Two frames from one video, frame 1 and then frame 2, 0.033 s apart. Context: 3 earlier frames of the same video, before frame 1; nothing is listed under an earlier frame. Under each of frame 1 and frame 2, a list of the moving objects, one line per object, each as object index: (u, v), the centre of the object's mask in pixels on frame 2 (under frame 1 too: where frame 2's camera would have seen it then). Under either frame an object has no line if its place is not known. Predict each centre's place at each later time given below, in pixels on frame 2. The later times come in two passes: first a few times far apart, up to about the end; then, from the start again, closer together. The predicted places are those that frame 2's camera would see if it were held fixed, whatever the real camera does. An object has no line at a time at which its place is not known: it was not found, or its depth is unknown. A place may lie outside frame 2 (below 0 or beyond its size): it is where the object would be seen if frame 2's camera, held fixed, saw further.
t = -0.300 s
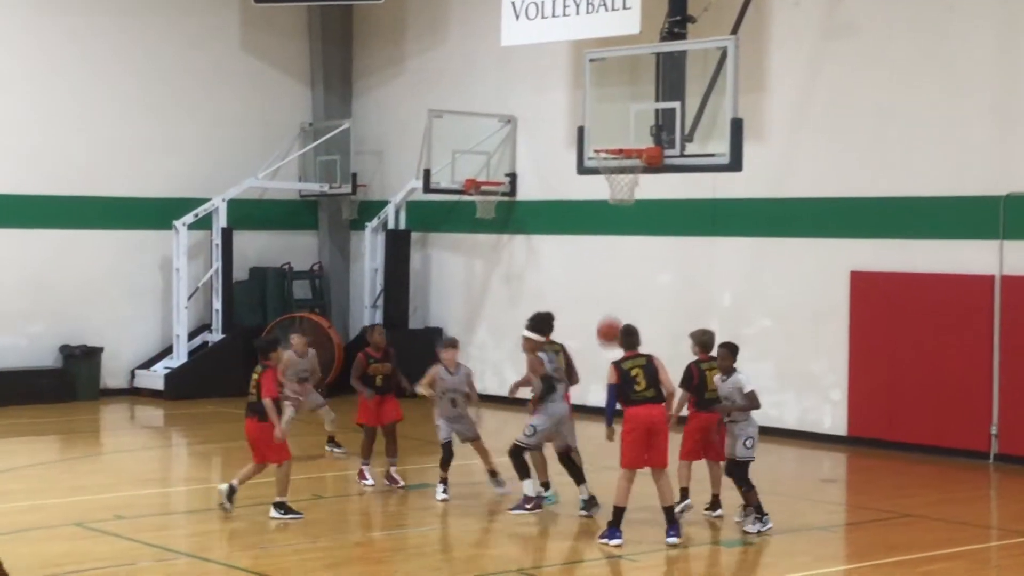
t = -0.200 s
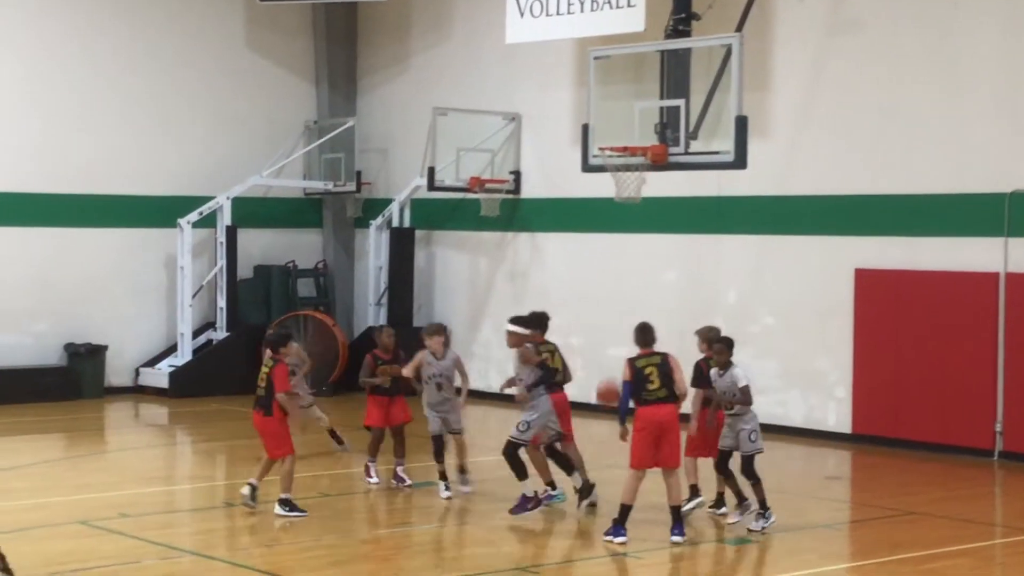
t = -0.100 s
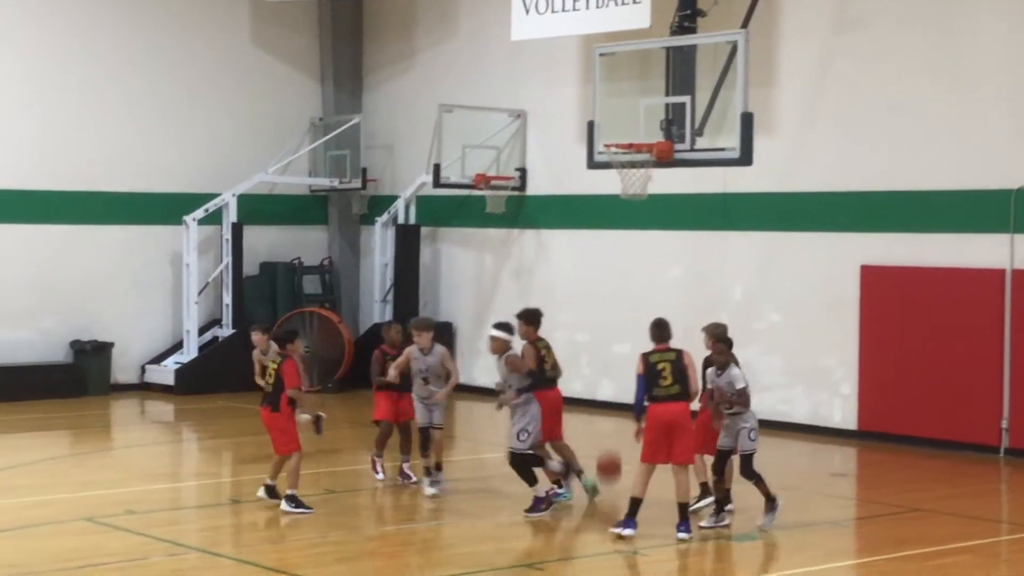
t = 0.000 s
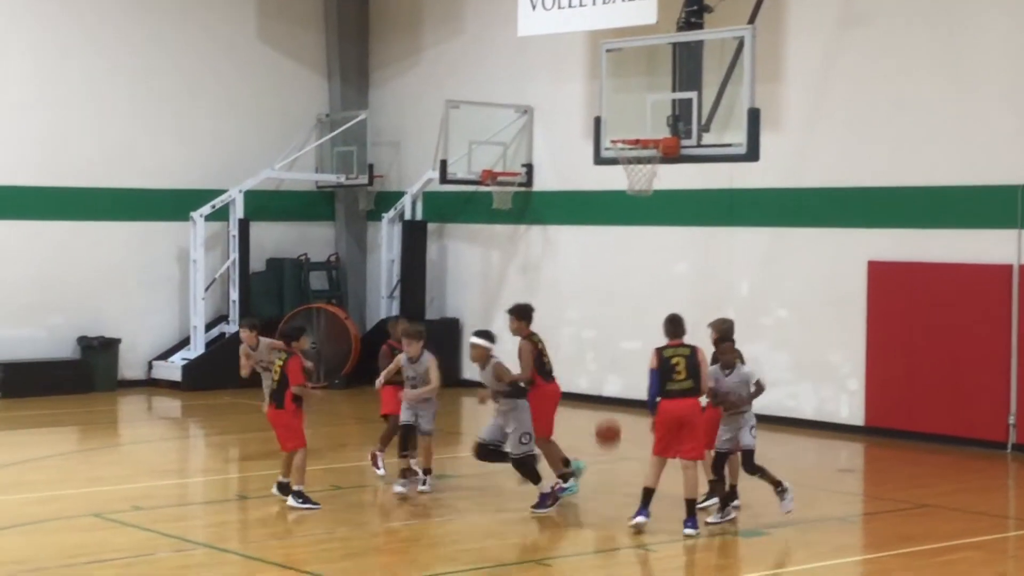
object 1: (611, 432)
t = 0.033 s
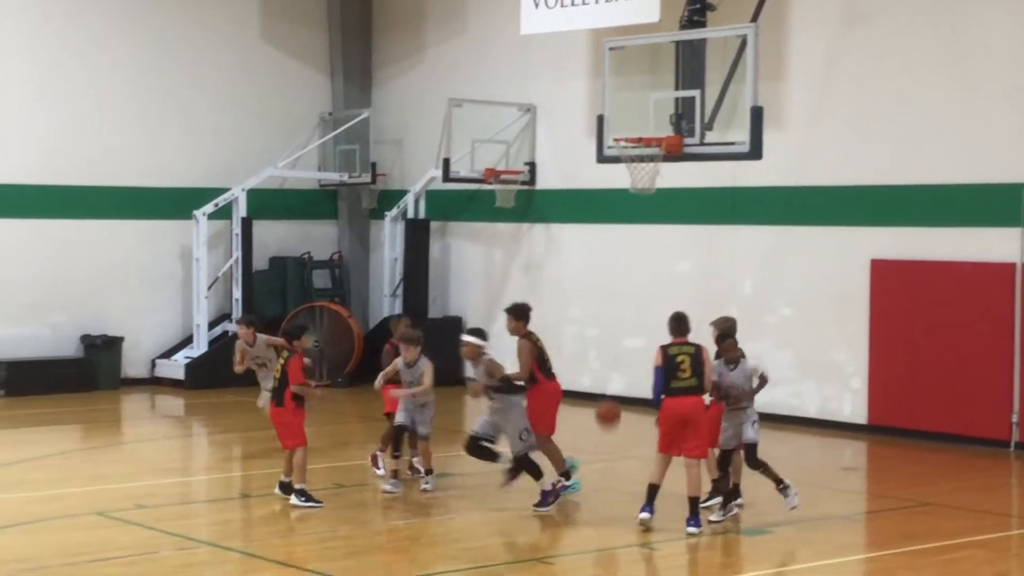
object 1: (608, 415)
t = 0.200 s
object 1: (592, 343)
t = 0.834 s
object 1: (540, 351)
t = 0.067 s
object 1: (605, 397)
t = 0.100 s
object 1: (602, 380)
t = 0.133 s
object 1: (598, 367)
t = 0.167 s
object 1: (594, 354)
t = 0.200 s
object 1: (592, 343)
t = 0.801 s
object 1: (543, 340)
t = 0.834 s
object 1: (540, 351)
